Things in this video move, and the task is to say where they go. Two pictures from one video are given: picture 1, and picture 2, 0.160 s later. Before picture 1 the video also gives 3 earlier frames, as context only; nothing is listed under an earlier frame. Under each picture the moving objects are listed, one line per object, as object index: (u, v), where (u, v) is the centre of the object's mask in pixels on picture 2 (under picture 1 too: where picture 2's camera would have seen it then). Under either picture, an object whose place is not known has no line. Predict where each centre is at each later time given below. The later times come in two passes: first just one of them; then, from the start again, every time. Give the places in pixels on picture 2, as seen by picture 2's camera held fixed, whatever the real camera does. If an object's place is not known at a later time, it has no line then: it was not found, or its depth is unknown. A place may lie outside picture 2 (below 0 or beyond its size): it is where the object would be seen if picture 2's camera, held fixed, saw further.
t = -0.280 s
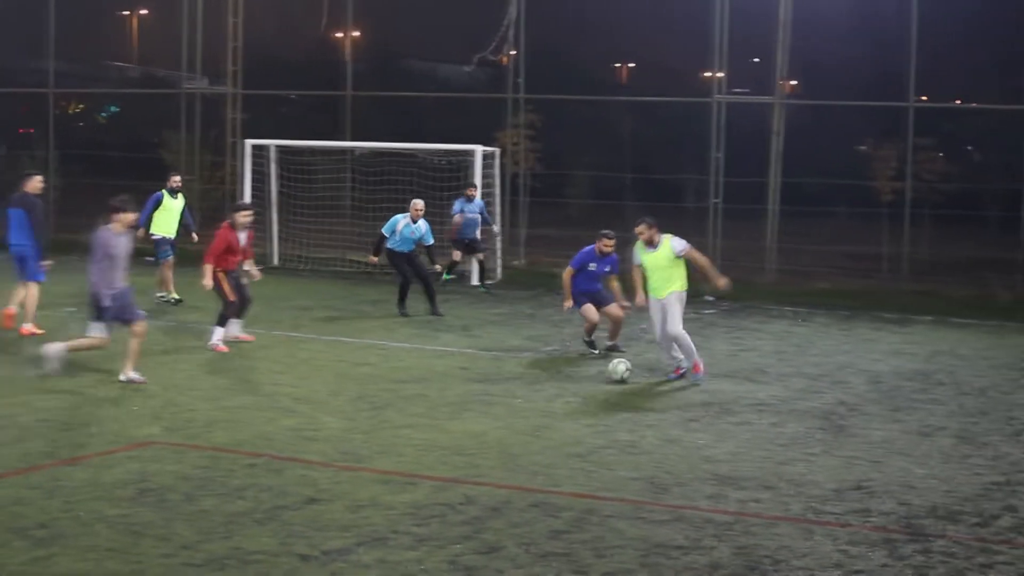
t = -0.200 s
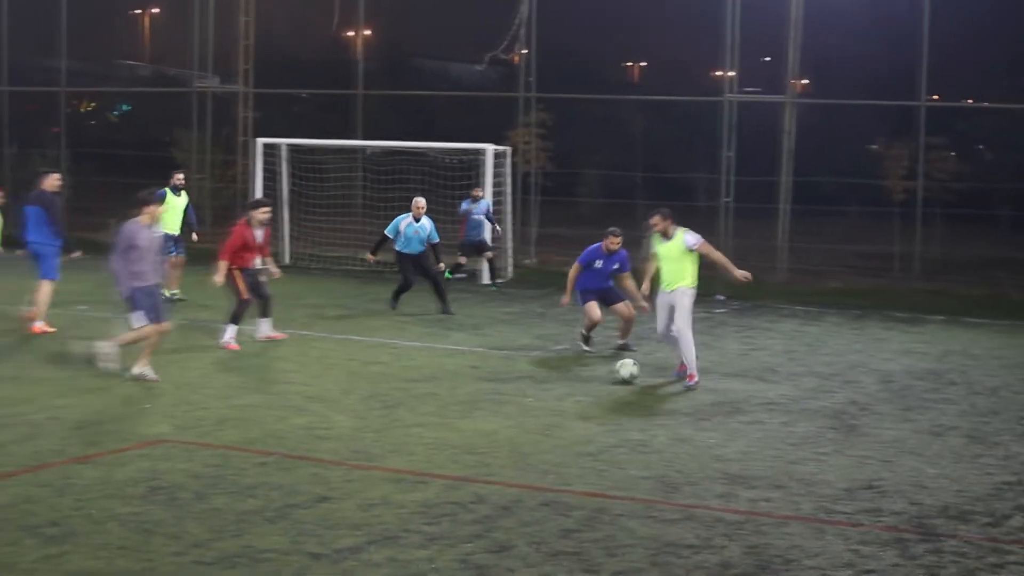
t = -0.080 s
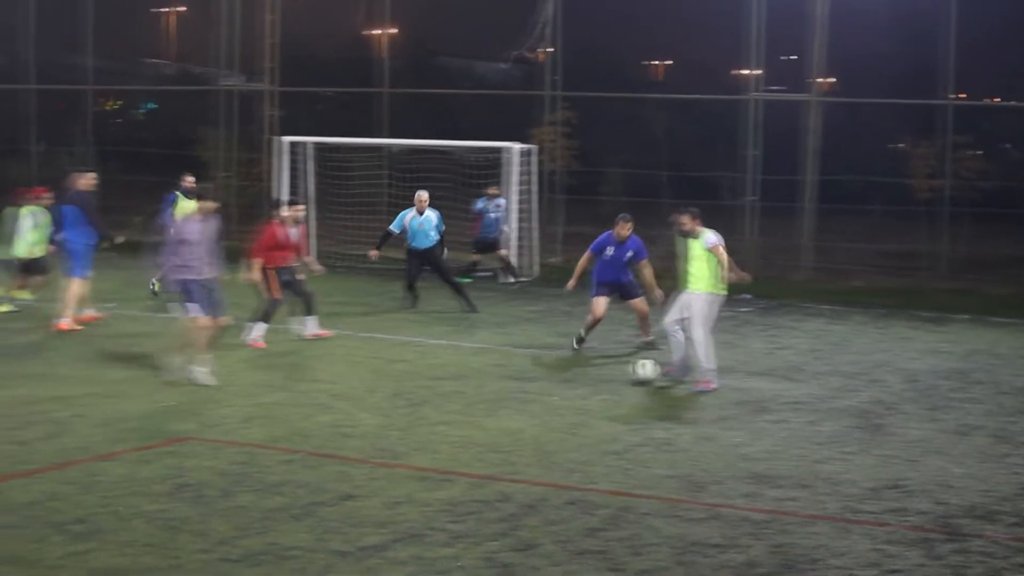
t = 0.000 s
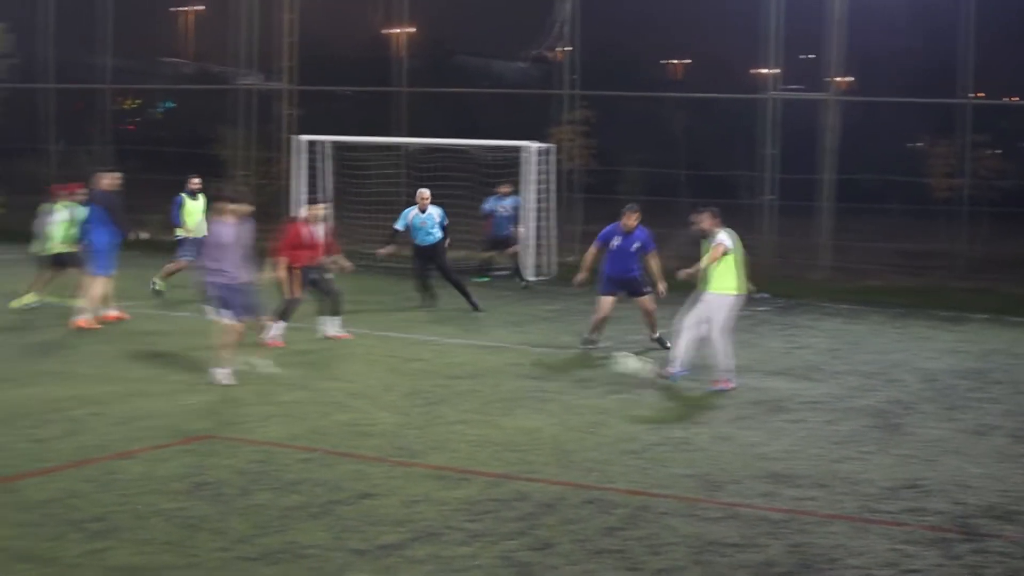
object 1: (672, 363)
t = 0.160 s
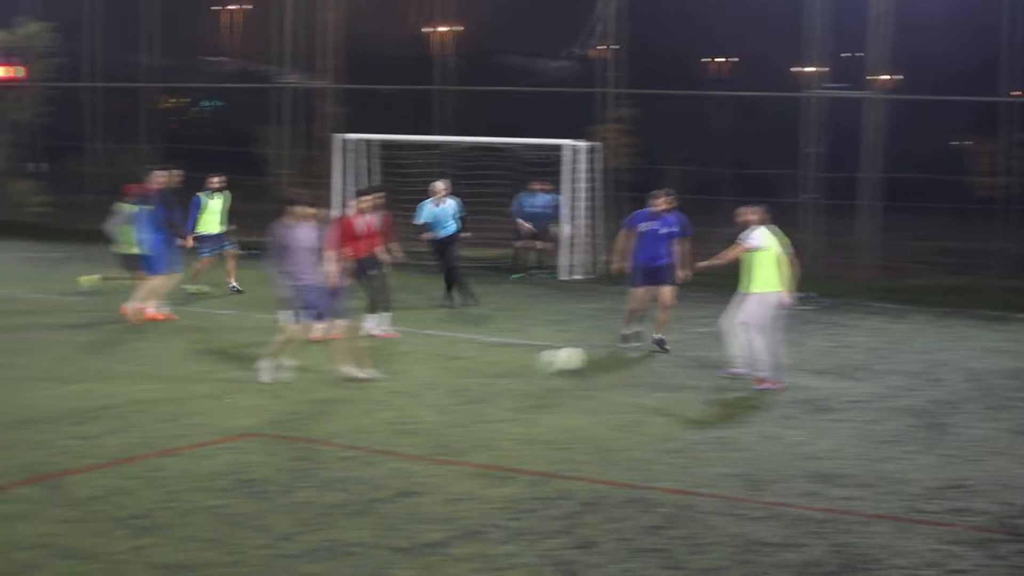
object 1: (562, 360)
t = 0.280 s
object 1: (472, 381)
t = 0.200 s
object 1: (533, 363)
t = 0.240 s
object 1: (503, 370)
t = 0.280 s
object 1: (472, 381)
